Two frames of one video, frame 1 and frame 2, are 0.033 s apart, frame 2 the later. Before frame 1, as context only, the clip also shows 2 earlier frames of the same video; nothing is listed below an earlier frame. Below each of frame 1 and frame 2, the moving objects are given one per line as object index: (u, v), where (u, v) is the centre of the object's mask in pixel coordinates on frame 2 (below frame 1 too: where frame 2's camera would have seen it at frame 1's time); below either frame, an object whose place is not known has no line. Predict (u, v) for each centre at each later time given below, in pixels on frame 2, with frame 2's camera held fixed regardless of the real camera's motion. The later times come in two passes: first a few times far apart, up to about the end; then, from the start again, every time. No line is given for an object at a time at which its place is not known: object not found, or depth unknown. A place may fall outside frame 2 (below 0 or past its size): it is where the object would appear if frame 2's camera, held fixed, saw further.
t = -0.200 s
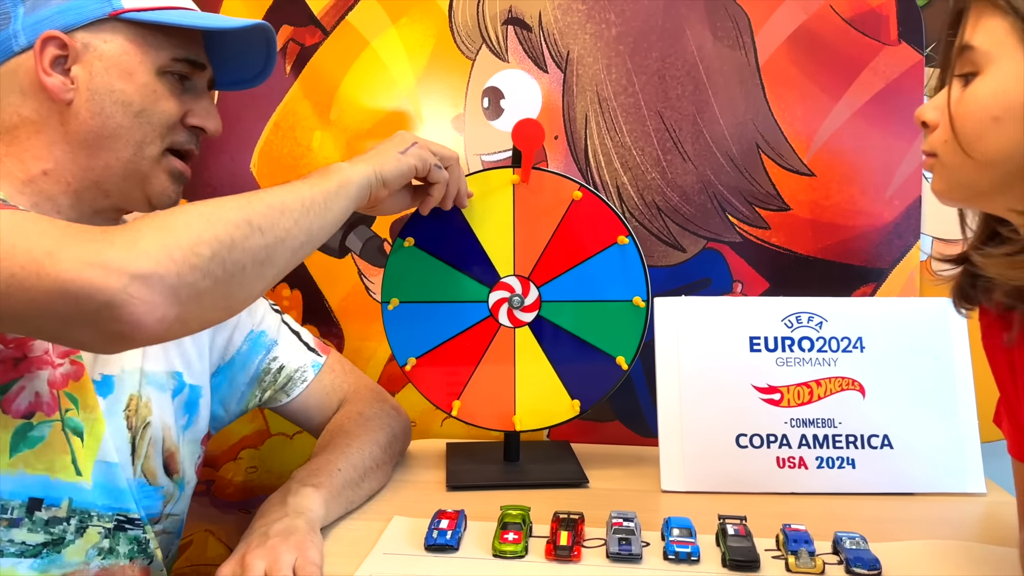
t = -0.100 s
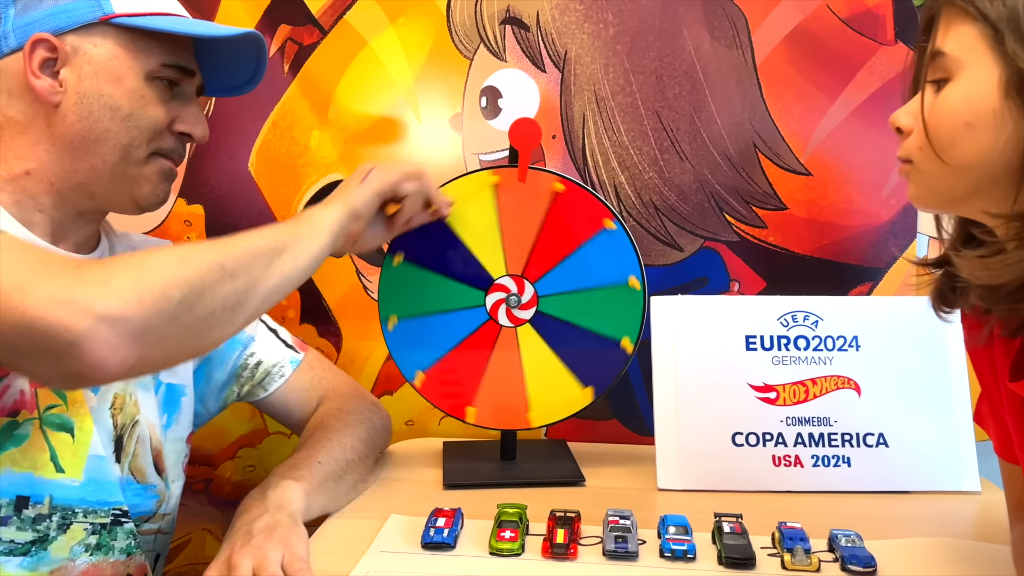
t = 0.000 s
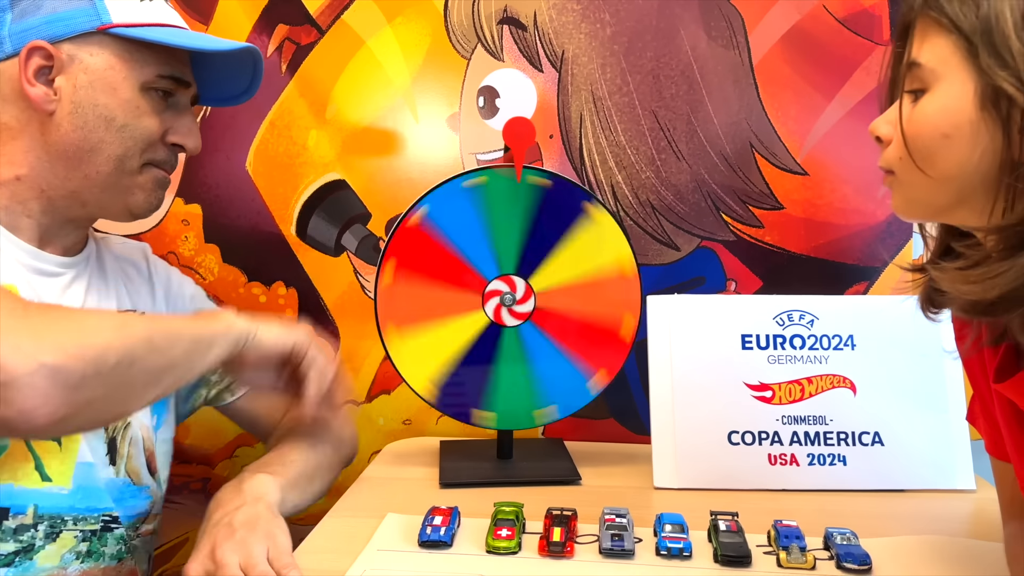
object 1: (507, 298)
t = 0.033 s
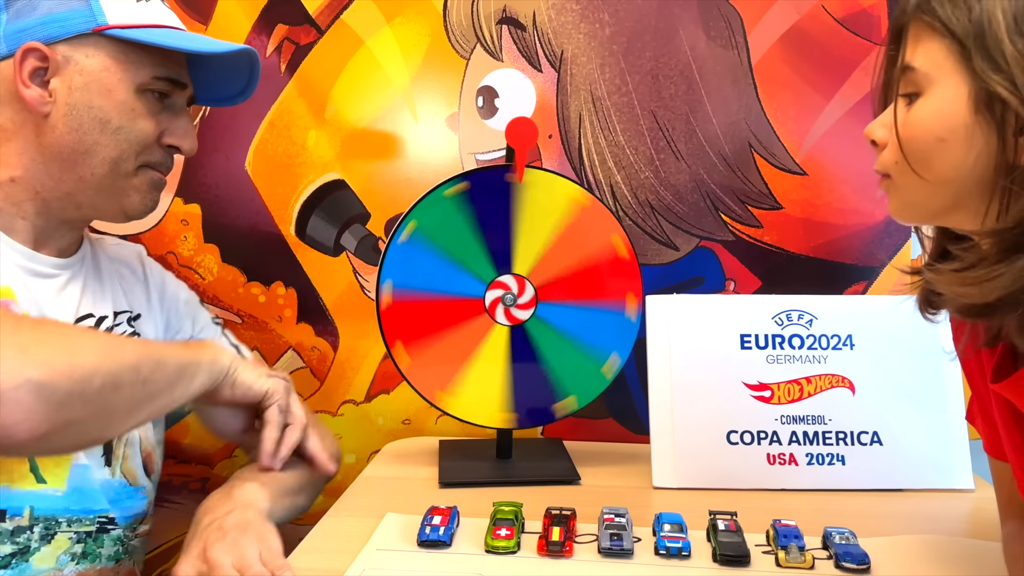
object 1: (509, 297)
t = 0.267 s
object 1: (507, 297)
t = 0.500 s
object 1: (507, 297)
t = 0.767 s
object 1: (508, 298)
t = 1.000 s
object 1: (507, 297)
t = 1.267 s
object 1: (507, 297)
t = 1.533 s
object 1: (508, 296)
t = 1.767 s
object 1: (507, 297)
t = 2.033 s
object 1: (507, 298)
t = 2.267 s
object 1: (507, 297)
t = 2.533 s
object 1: (507, 297)
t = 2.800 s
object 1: (507, 297)
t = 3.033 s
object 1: (506, 297)
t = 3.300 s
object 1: (506, 297)
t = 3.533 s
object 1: (506, 297)
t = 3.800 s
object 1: (506, 297)
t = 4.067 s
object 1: (506, 297)
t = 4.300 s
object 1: (514, 308)
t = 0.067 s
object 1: (508, 297)
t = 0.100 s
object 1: (508, 296)
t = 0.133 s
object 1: (507, 296)
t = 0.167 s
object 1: (507, 297)
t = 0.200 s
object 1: (507, 297)
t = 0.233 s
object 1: (507, 297)
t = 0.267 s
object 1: (507, 297)
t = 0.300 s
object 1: (507, 298)
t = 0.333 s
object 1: (508, 298)
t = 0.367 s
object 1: (508, 297)
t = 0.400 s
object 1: (508, 297)
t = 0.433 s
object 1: (508, 296)
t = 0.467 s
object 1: (508, 296)
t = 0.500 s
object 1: (507, 297)
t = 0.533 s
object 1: (507, 297)
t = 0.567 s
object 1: (507, 297)
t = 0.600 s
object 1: (507, 297)
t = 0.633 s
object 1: (507, 297)
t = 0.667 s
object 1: (507, 297)
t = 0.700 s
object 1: (507, 298)
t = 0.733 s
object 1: (507, 298)
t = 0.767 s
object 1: (508, 298)
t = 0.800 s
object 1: (508, 297)
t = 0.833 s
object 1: (508, 297)
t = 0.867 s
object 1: (508, 297)
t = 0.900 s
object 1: (508, 297)
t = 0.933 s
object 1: (507, 296)
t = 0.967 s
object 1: (507, 296)
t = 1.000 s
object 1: (507, 297)
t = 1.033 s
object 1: (507, 297)
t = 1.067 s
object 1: (507, 297)
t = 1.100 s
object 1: (507, 297)
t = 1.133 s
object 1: (507, 297)
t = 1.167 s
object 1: (507, 297)
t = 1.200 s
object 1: (507, 297)
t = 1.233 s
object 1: (507, 298)
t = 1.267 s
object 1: (507, 297)
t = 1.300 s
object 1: (507, 298)
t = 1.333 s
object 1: (507, 298)
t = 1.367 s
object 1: (507, 298)
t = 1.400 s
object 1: (508, 297)
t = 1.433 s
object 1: (508, 297)
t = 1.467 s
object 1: (508, 297)
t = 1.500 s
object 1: (508, 297)
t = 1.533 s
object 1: (508, 296)
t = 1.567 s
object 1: (507, 297)
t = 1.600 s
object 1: (507, 296)
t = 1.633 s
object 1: (507, 297)
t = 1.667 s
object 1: (507, 297)
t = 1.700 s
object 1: (507, 297)
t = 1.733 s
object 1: (507, 297)
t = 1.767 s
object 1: (507, 297)
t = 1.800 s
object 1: (507, 297)
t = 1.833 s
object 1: (507, 297)
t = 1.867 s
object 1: (507, 297)
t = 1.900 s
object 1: (507, 297)
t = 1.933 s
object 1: (507, 298)
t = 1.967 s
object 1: (507, 297)
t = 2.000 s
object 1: (507, 298)
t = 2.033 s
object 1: (507, 298)
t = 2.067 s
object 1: (507, 298)
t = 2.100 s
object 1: (507, 298)
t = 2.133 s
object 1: (507, 298)
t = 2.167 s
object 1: (507, 298)
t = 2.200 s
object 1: (507, 298)
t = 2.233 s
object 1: (507, 298)
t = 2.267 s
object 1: (507, 297)
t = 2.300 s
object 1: (507, 298)
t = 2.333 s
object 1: (507, 298)
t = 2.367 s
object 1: (508, 297)
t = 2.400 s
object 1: (507, 297)
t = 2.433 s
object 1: (507, 297)
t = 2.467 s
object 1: (507, 297)
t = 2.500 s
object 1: (507, 297)
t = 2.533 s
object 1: (507, 297)
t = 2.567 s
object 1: (507, 297)
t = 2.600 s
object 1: (507, 297)
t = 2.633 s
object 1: (507, 297)
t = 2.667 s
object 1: (507, 297)
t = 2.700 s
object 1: (507, 297)
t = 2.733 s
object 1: (507, 297)
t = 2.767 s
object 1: (507, 296)
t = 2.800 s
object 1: (507, 297)
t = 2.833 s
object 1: (507, 297)
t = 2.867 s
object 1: (507, 297)
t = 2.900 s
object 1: (507, 297)
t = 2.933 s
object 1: (506, 297)
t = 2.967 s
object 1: (506, 297)
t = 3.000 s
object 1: (506, 297)
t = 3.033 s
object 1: (506, 297)
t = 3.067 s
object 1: (506, 297)
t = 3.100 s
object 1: (506, 297)
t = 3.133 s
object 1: (506, 297)
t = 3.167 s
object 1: (506, 297)
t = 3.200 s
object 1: (506, 297)
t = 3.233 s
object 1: (506, 297)
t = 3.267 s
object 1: (506, 297)
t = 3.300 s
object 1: (506, 297)
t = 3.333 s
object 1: (506, 297)
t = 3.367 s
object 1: (506, 297)
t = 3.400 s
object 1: (506, 297)
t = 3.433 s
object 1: (506, 297)
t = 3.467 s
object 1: (506, 297)
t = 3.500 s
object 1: (506, 297)
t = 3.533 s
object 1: (506, 297)
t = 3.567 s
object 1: (506, 297)
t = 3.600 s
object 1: (506, 297)
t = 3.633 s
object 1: (506, 297)
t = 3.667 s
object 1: (506, 297)
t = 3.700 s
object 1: (506, 297)
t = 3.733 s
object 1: (506, 297)
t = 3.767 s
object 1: (506, 297)
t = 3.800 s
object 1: (506, 297)
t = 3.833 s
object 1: (506, 297)
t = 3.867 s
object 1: (506, 297)
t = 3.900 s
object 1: (506, 297)
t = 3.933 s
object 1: (506, 297)
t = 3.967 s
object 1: (506, 297)
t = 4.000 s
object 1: (506, 297)
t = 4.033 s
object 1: (506, 297)
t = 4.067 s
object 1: (506, 297)
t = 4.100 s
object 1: (507, 298)
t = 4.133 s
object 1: (508, 300)
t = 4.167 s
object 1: (510, 302)
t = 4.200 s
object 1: (511, 304)
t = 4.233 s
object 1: (512, 305)
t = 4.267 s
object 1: (513, 307)
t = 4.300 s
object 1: (514, 308)
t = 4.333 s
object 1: (515, 309)
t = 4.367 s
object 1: (516, 309)
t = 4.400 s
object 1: (516, 309)
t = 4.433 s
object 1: (515, 308)
